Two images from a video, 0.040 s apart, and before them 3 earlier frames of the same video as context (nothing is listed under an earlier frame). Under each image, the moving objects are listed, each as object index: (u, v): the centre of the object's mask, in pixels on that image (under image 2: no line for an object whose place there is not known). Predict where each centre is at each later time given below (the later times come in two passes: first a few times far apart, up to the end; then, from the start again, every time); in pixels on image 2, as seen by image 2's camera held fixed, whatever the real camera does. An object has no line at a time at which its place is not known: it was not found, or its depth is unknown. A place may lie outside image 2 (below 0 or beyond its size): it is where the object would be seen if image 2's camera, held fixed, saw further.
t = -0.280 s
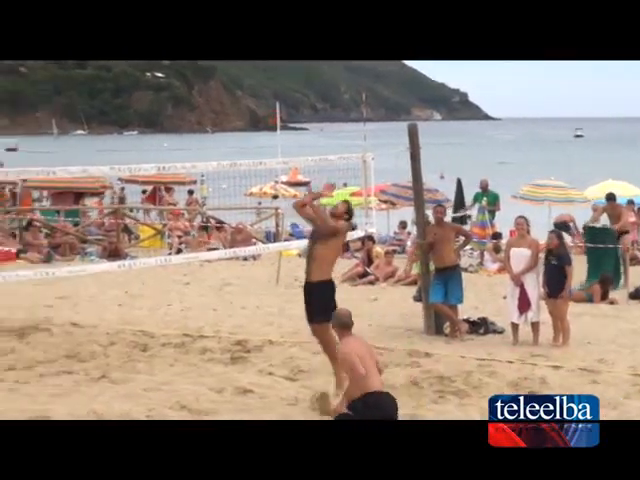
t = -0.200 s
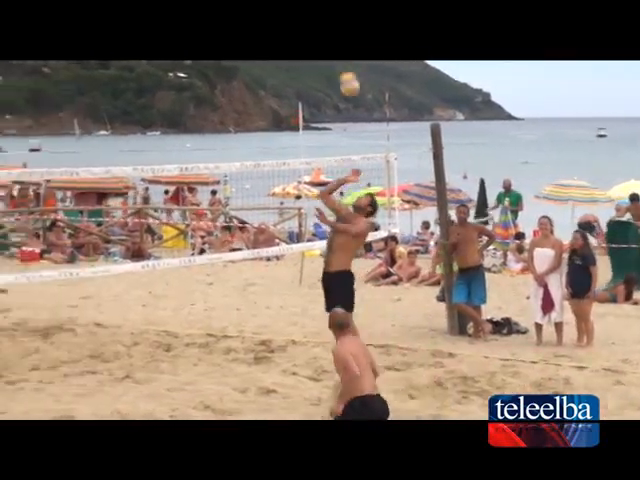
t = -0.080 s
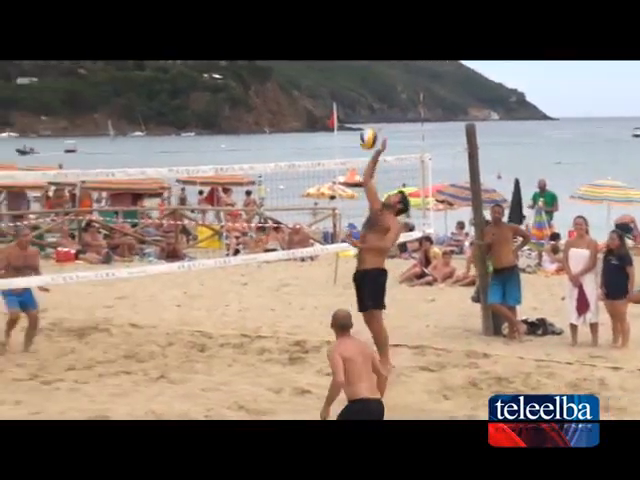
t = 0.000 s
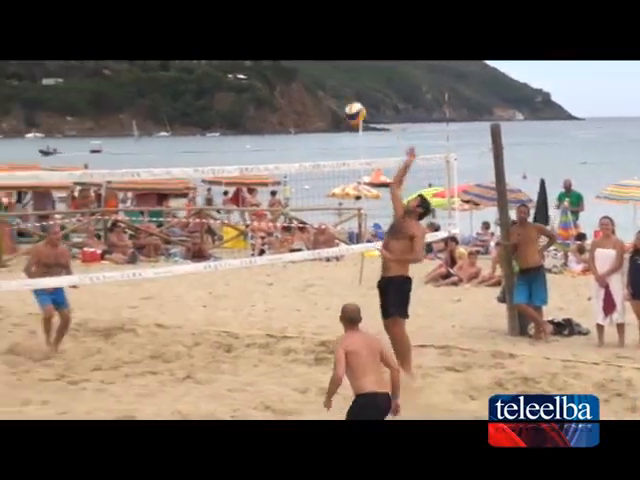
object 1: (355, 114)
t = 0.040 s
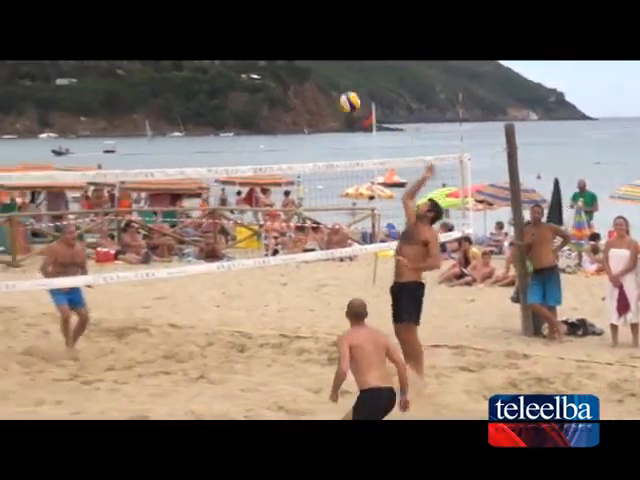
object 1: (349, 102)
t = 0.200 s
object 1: (276, 74)
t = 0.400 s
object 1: (187, 75)
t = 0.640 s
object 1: (84, 126)
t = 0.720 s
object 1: (52, 157)
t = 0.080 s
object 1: (331, 92)
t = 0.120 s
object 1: (312, 85)
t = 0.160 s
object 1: (294, 78)
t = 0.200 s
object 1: (276, 74)
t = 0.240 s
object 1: (258, 72)
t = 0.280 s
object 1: (240, 70)
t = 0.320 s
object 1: (223, 70)
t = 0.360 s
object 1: (205, 72)
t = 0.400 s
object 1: (187, 75)
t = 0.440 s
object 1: (170, 80)
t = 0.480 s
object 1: (153, 87)
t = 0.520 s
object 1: (136, 95)
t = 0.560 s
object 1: (119, 104)
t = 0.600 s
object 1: (102, 115)
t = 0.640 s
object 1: (84, 126)
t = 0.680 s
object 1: (67, 142)
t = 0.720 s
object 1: (52, 157)
